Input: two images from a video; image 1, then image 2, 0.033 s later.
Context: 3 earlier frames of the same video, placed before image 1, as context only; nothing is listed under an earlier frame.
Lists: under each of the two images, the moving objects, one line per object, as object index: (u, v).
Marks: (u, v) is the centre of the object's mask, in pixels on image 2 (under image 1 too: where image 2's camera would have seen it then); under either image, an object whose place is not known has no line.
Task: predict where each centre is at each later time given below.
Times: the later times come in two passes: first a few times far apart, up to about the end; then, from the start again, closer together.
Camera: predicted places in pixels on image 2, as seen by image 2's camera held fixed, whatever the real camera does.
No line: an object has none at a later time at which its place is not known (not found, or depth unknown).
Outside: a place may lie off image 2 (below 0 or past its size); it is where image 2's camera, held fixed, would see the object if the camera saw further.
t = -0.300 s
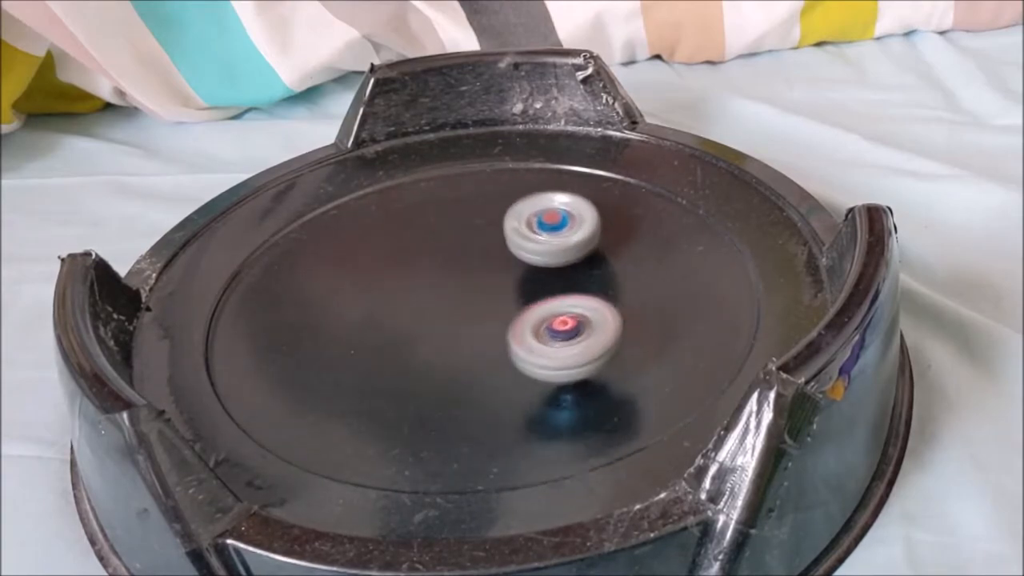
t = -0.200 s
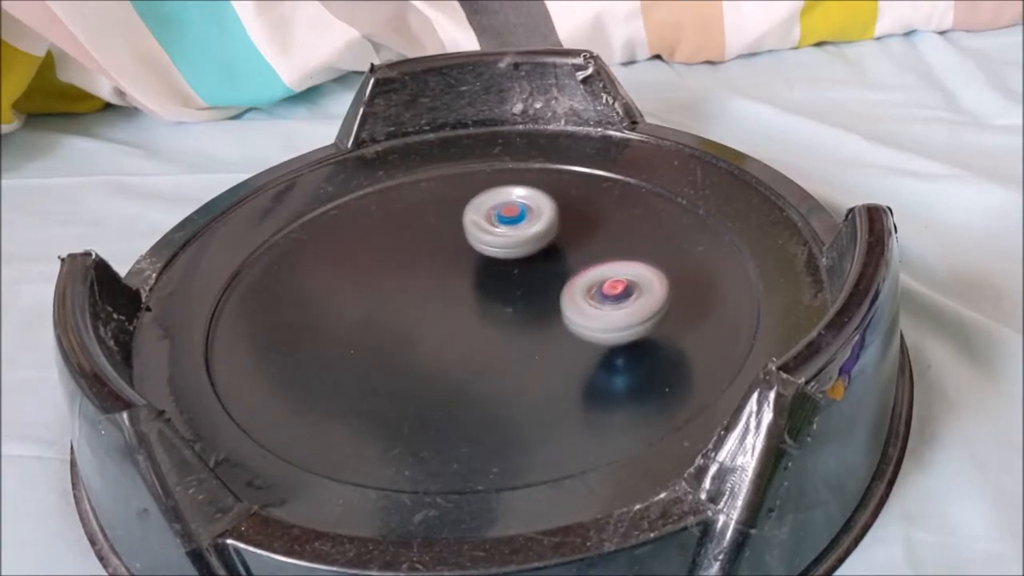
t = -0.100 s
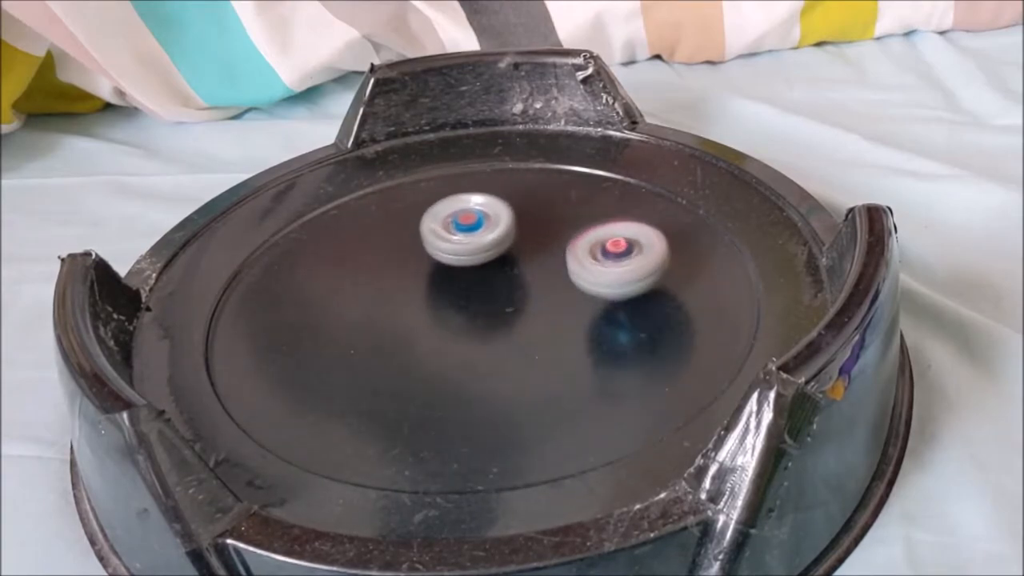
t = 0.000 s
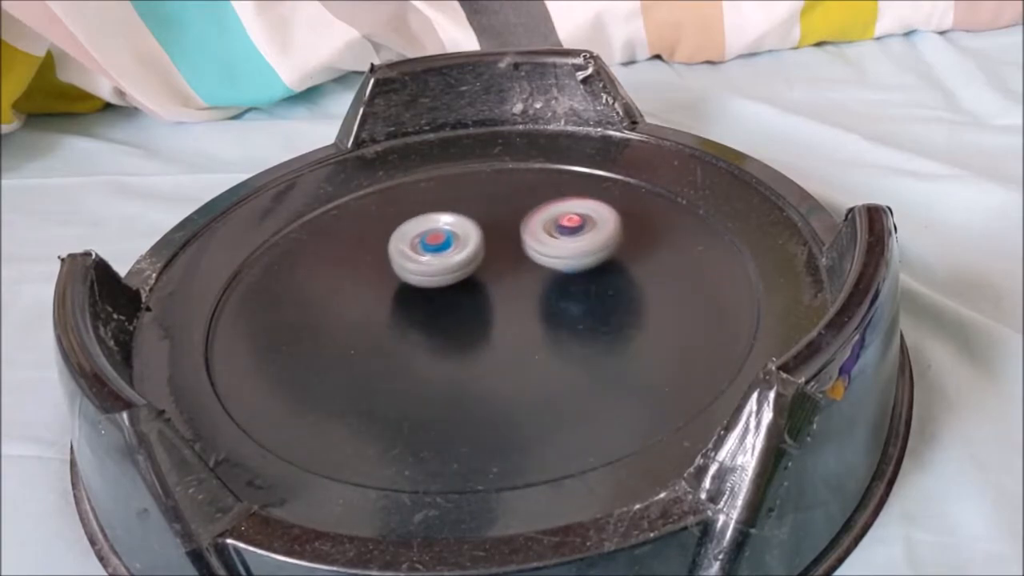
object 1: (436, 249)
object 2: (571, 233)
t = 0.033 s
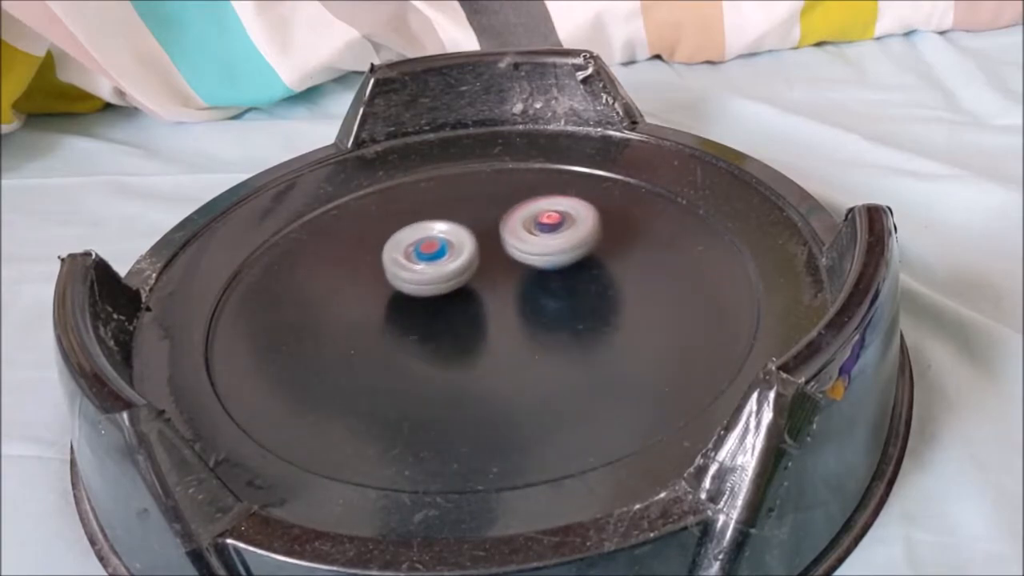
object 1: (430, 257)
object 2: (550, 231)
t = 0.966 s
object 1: (704, 283)
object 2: (509, 301)
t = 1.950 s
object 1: (437, 380)
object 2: (460, 283)
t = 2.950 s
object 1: (540, 151)
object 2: (411, 365)
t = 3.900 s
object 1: (319, 302)
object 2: (440, 269)
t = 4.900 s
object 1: (467, 150)
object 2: (667, 263)
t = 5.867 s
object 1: (414, 375)
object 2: (438, 299)
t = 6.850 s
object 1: (512, 223)
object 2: (515, 292)
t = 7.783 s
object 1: (409, 269)
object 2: (647, 279)
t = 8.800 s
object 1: (582, 337)
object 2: (521, 278)
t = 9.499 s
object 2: (531, 316)
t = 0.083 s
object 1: (426, 271)
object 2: (518, 231)
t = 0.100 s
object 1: (421, 277)
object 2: (511, 231)
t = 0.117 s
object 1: (396, 288)
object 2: (519, 225)
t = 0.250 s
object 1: (244, 366)
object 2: (574, 186)
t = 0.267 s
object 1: (237, 376)
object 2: (573, 186)
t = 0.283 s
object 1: (234, 385)
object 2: (572, 186)
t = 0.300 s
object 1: (238, 391)
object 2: (569, 186)
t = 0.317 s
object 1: (246, 397)
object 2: (564, 188)
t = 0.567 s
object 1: (469, 433)
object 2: (459, 243)
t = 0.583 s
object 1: (482, 431)
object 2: (456, 248)
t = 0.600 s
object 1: (494, 428)
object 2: (454, 254)
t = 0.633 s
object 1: (519, 422)
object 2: (453, 264)
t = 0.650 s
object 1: (530, 418)
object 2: (453, 269)
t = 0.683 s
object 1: (552, 409)
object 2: (456, 281)
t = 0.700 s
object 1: (563, 403)
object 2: (459, 287)
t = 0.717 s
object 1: (573, 397)
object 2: (462, 293)
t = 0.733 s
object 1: (582, 392)
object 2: (466, 298)
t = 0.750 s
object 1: (590, 385)
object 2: (472, 303)
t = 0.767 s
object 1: (598, 378)
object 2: (478, 307)
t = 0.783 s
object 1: (605, 371)
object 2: (485, 311)
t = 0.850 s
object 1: (626, 341)
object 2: (520, 320)
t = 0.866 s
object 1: (633, 332)
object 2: (525, 319)
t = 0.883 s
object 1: (652, 325)
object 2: (520, 316)
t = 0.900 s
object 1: (669, 317)
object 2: (516, 313)
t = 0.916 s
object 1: (682, 309)
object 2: (512, 310)
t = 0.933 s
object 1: (692, 300)
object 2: (510, 307)
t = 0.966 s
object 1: (704, 283)
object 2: (509, 301)
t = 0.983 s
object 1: (705, 275)
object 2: (509, 298)
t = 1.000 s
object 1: (704, 267)
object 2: (509, 296)
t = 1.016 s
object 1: (700, 260)
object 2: (509, 294)
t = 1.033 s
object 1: (696, 253)
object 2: (508, 292)
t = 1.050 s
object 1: (689, 246)
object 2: (505, 291)
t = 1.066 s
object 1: (682, 240)
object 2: (503, 290)
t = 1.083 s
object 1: (674, 234)
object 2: (499, 290)
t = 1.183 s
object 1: (615, 207)
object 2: (475, 294)
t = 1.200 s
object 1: (604, 205)
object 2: (472, 295)
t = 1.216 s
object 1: (593, 202)
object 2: (469, 297)
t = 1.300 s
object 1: (532, 198)
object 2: (464, 306)
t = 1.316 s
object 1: (519, 198)
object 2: (465, 307)
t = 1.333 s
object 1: (507, 199)
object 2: (467, 308)
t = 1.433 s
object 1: (434, 214)
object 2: (480, 309)
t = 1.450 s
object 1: (424, 218)
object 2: (483, 309)
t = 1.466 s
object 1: (413, 222)
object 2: (485, 308)
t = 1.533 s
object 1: (379, 244)
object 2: (489, 302)
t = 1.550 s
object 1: (372, 249)
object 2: (489, 300)
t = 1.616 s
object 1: (352, 274)
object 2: (483, 293)
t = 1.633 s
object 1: (349, 281)
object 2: (480, 292)
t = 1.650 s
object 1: (346, 288)
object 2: (478, 290)
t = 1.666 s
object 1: (345, 295)
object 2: (475, 289)
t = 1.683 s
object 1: (345, 301)
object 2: (472, 288)
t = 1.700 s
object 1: (345, 308)
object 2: (468, 287)
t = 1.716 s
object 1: (347, 314)
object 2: (465, 287)
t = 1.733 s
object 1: (349, 320)
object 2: (462, 286)
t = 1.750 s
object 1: (353, 326)
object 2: (458, 286)
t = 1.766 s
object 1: (358, 332)
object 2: (455, 287)
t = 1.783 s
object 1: (363, 337)
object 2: (452, 287)
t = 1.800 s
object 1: (369, 342)
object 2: (450, 288)
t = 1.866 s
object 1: (400, 357)
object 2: (446, 291)
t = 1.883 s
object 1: (409, 359)
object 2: (445, 292)
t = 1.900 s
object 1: (418, 363)
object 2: (446, 292)
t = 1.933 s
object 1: (430, 375)
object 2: (455, 287)
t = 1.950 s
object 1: (437, 380)
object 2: (460, 283)
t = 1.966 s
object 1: (446, 382)
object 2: (464, 279)
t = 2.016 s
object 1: (479, 383)
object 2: (470, 271)
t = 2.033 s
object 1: (490, 382)
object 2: (470, 269)
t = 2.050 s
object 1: (503, 380)
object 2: (470, 268)
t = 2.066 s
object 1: (514, 377)
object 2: (469, 267)
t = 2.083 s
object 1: (525, 374)
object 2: (467, 266)
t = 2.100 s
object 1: (536, 371)
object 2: (465, 265)
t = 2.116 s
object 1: (547, 367)
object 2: (463, 265)
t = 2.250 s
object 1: (599, 327)
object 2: (443, 266)
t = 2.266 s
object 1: (601, 321)
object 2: (442, 267)
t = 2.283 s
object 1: (603, 316)
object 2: (440, 269)
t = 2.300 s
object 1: (603, 311)
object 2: (439, 270)
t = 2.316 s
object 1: (603, 305)
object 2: (439, 271)
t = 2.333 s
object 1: (602, 300)
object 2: (438, 273)
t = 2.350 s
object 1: (601, 296)
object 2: (438, 274)
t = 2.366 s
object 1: (598, 291)
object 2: (438, 275)
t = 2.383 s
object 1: (595, 286)
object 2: (439, 276)
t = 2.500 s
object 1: (564, 262)
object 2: (456, 280)
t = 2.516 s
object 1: (560, 260)
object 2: (459, 280)
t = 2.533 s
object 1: (561, 256)
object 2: (456, 280)
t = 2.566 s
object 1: (563, 249)
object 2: (448, 281)
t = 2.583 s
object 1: (561, 246)
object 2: (446, 281)
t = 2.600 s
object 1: (558, 244)
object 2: (446, 281)
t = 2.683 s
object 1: (535, 234)
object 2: (457, 282)
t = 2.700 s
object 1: (542, 225)
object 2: (444, 290)
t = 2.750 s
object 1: (569, 194)
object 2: (403, 312)
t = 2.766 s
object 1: (574, 187)
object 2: (393, 319)
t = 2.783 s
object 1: (577, 180)
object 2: (385, 326)
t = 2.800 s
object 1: (578, 175)
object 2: (379, 331)
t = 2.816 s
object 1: (576, 170)
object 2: (375, 336)
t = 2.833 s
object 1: (574, 167)
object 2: (374, 341)
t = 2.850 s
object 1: (569, 163)
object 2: (375, 345)
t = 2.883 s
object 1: (560, 158)
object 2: (382, 352)
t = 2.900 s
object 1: (555, 156)
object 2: (387, 355)
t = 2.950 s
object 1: (540, 151)
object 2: (411, 365)
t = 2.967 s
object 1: (535, 150)
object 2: (420, 366)
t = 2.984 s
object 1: (530, 149)
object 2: (429, 368)
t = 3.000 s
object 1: (525, 149)
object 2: (437, 369)
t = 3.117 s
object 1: (491, 152)
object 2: (499, 357)
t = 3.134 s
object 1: (486, 153)
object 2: (506, 353)
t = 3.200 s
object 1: (468, 162)
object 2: (527, 335)
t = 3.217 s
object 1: (463, 165)
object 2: (530, 330)
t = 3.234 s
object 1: (459, 168)
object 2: (531, 325)
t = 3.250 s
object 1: (454, 172)
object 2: (532, 320)
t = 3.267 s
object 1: (450, 175)
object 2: (532, 315)
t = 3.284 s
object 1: (446, 179)
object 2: (531, 311)
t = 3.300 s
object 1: (443, 183)
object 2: (529, 307)
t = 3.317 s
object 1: (439, 188)
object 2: (526, 303)
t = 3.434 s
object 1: (418, 229)
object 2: (487, 280)
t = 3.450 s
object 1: (413, 233)
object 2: (482, 280)
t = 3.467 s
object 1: (399, 224)
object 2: (486, 289)
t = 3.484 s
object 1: (384, 212)
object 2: (494, 302)
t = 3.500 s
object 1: (370, 202)
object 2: (502, 313)
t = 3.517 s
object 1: (358, 195)
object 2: (508, 320)
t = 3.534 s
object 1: (347, 188)
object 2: (514, 326)
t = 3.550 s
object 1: (338, 183)
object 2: (522, 329)
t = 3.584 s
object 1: (324, 178)
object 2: (541, 331)
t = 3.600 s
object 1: (321, 181)
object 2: (552, 329)
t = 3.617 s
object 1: (318, 186)
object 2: (562, 326)
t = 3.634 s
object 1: (315, 190)
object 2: (573, 321)
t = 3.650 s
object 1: (311, 196)
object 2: (582, 315)
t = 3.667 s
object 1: (309, 202)
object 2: (589, 308)
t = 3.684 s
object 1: (306, 208)
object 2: (594, 299)
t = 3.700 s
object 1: (304, 214)
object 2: (596, 289)
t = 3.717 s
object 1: (301, 221)
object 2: (594, 281)
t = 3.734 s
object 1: (300, 228)
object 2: (589, 272)
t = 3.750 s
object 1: (298, 235)
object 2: (581, 265)
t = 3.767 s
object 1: (298, 242)
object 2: (571, 259)
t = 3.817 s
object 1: (300, 264)
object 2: (525, 251)
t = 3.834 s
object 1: (302, 272)
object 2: (508, 251)
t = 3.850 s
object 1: (305, 279)
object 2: (490, 254)
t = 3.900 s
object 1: (319, 302)
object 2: (440, 269)
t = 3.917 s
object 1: (325, 309)
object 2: (427, 276)
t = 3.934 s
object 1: (324, 318)
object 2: (423, 283)
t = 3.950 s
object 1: (319, 327)
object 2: (423, 288)
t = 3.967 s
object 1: (317, 336)
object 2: (425, 294)
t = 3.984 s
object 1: (317, 345)
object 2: (428, 300)
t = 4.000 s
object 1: (322, 354)
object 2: (433, 307)
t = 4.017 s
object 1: (328, 361)
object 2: (442, 313)
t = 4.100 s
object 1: (384, 390)
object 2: (508, 323)
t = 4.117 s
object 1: (397, 394)
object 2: (522, 320)
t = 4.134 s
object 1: (411, 396)
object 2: (537, 314)
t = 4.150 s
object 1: (424, 398)
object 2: (551, 307)
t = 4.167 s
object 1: (439, 399)
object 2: (561, 299)
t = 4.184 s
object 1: (454, 399)
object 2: (569, 291)
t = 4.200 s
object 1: (469, 399)
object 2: (574, 282)
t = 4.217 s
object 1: (482, 398)
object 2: (576, 272)
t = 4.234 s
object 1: (496, 396)
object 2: (574, 262)
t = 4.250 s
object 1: (509, 394)
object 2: (568, 253)
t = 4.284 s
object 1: (536, 388)
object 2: (550, 240)
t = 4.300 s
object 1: (549, 384)
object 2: (537, 234)
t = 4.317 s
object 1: (561, 380)
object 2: (522, 231)
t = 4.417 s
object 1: (619, 347)
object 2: (422, 247)
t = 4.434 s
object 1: (626, 341)
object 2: (409, 256)
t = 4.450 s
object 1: (631, 334)
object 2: (398, 267)
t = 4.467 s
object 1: (635, 328)
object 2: (390, 278)
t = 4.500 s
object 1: (642, 316)
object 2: (386, 301)
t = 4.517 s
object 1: (644, 310)
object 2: (388, 313)
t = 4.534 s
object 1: (645, 304)
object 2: (396, 326)
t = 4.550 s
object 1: (645, 298)
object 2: (407, 336)
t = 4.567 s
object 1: (644, 293)
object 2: (420, 343)
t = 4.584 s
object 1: (643, 288)
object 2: (437, 350)
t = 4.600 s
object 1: (642, 283)
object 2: (460, 355)
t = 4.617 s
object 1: (639, 278)
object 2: (481, 356)
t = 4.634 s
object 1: (635, 273)
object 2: (504, 356)
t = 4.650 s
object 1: (631, 269)
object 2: (527, 352)
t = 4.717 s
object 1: (609, 250)
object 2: (604, 318)
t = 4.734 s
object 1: (601, 243)
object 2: (616, 309)
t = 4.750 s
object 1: (594, 237)
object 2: (624, 299)
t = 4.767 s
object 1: (585, 232)
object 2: (630, 288)
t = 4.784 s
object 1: (576, 228)
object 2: (632, 278)
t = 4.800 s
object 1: (564, 219)
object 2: (640, 274)
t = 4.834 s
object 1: (530, 189)
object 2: (656, 273)
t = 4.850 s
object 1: (512, 177)
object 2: (661, 270)
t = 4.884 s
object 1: (480, 157)
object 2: (667, 265)
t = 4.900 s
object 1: (467, 150)
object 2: (667, 263)
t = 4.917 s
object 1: (452, 143)
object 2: (666, 260)
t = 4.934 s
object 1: (437, 138)
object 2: (663, 259)
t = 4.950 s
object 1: (423, 138)
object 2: (659, 257)
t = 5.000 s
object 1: (390, 139)
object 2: (635, 258)
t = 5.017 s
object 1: (381, 145)
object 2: (626, 260)
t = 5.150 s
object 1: (324, 186)
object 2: (538, 306)
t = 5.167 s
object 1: (319, 192)
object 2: (531, 315)
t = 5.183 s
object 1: (314, 198)
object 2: (526, 324)
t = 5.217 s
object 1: (306, 210)
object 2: (522, 341)
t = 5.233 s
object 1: (303, 215)
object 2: (522, 350)
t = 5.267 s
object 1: (297, 225)
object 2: (531, 362)
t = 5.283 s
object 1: (295, 230)
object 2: (540, 367)
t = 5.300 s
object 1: (294, 235)
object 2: (549, 371)
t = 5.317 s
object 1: (292, 240)
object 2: (558, 372)
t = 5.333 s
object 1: (292, 245)
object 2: (570, 373)
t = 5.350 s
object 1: (292, 250)
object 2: (581, 372)
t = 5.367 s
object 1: (293, 256)
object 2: (591, 371)
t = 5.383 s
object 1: (294, 261)
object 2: (602, 368)
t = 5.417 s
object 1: (298, 272)
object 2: (617, 359)
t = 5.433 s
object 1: (301, 278)
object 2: (622, 354)
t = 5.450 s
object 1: (305, 283)
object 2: (625, 347)
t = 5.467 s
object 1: (310, 289)
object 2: (625, 340)
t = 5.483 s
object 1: (315, 295)
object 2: (621, 334)
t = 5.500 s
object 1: (320, 300)
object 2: (617, 328)
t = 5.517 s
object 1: (326, 305)
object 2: (607, 321)
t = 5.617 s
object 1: (375, 329)
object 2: (511, 305)
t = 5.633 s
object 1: (383, 331)
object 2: (493, 305)
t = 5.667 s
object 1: (377, 339)
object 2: (479, 302)
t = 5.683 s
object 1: (375, 343)
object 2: (471, 302)
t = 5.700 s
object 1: (376, 345)
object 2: (464, 301)
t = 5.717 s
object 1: (373, 349)
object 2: (459, 301)
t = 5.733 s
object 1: (369, 354)
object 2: (456, 300)
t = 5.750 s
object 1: (369, 358)
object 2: (453, 299)
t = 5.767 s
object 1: (371, 362)
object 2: (450, 299)
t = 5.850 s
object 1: (406, 374)
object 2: (439, 298)
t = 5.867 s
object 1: (414, 375)
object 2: (438, 299)
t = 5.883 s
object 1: (423, 376)
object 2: (437, 299)
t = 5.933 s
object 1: (450, 377)
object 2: (437, 300)
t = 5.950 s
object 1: (459, 376)
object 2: (437, 301)
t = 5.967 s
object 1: (468, 374)
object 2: (438, 302)
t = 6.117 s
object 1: (535, 352)
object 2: (461, 298)
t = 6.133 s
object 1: (541, 348)
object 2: (464, 295)
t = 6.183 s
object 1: (554, 338)
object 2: (470, 288)
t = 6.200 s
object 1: (558, 334)
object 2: (470, 284)
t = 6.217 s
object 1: (561, 330)
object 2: (469, 282)
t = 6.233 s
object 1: (563, 326)
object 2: (468, 279)
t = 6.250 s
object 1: (566, 322)
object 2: (466, 276)
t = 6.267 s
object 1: (568, 318)
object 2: (464, 273)
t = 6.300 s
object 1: (569, 310)
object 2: (458, 270)
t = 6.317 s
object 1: (570, 307)
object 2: (455, 268)
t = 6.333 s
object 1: (570, 303)
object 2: (452, 267)
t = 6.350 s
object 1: (570, 299)
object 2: (448, 267)
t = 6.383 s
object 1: (567, 292)
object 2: (441, 267)
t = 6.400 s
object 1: (566, 289)
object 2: (438, 268)
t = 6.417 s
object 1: (564, 286)
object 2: (436, 269)
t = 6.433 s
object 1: (563, 282)
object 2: (433, 270)
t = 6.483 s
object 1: (554, 274)
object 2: (430, 277)
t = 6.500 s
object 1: (551, 272)
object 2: (430, 280)
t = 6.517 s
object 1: (548, 269)
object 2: (433, 283)
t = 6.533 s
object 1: (545, 267)
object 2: (435, 285)
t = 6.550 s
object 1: (541, 265)
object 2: (440, 288)
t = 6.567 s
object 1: (541, 262)
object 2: (442, 290)
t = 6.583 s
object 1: (546, 258)
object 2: (439, 293)
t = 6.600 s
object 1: (549, 254)
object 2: (438, 297)
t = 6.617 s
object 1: (550, 251)
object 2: (439, 300)
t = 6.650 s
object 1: (549, 245)
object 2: (444, 308)
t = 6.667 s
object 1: (547, 243)
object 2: (448, 311)
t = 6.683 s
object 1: (544, 241)
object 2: (453, 312)
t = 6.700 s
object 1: (541, 239)
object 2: (461, 314)
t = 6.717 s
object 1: (539, 237)
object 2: (467, 315)
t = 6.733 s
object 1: (536, 235)
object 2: (476, 314)
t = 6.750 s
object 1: (533, 234)
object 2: (484, 312)
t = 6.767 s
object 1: (530, 233)
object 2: (491, 311)
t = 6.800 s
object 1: (523, 230)
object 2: (505, 304)
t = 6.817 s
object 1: (519, 229)
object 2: (509, 300)
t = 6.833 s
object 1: (516, 226)
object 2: (514, 294)
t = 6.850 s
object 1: (512, 223)
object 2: (515, 292)
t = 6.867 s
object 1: (510, 216)
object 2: (514, 294)
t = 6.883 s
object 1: (506, 207)
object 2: (513, 297)
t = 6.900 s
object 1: (504, 200)
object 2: (514, 299)
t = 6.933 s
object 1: (496, 190)
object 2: (515, 303)
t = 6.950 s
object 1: (492, 187)
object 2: (516, 305)
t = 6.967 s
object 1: (487, 186)
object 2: (516, 306)
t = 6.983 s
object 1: (482, 185)
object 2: (518, 308)
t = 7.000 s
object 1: (477, 184)
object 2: (519, 308)
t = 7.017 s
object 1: (472, 184)
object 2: (520, 309)
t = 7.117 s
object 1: (446, 187)
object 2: (528, 308)
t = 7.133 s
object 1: (442, 188)
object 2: (529, 308)
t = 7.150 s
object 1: (438, 190)
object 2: (529, 307)
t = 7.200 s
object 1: (427, 197)
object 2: (526, 304)
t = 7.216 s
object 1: (424, 200)
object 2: (525, 302)
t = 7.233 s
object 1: (421, 203)
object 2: (523, 301)
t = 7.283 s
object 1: (414, 212)
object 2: (514, 298)
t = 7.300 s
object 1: (412, 216)
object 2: (510, 299)
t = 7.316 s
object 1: (411, 220)
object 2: (505, 298)
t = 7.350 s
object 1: (409, 228)
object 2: (495, 298)
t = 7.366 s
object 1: (408, 233)
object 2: (490, 298)
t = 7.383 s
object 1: (408, 237)
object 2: (485, 298)
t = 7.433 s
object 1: (409, 249)
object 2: (470, 303)
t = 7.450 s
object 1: (410, 252)
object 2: (466, 306)
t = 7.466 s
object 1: (411, 255)
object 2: (464, 309)
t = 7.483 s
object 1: (409, 252)
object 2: (467, 318)
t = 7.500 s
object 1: (405, 245)
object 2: (475, 329)
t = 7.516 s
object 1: (402, 240)
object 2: (483, 335)
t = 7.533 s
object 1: (400, 237)
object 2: (494, 344)
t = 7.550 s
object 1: (399, 235)
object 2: (506, 348)
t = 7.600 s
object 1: (398, 237)
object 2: (554, 354)
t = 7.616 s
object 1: (398, 240)
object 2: (572, 354)
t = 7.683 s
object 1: (399, 251)
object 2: (635, 331)
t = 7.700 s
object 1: (400, 254)
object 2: (646, 323)
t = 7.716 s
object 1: (401, 257)
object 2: (653, 313)
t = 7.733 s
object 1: (403, 260)
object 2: (657, 303)
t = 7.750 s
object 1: (405, 264)
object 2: (657, 296)
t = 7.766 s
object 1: (407, 266)
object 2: (654, 285)
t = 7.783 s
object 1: (409, 269)
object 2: (647, 279)
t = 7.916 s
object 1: (435, 289)
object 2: (533, 257)
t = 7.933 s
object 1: (423, 294)
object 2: (528, 254)
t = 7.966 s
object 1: (403, 303)
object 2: (516, 252)
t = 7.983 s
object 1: (396, 308)
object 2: (507, 252)
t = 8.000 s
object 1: (391, 312)
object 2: (496, 254)
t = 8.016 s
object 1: (389, 316)
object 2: (487, 255)
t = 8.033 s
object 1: (390, 319)
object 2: (476, 258)
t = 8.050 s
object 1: (392, 323)
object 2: (468, 262)
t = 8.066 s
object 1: (394, 327)
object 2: (461, 266)
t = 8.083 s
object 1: (397, 331)
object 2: (455, 270)
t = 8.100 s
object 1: (394, 339)
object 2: (454, 272)
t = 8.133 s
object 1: (386, 356)
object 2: (458, 271)
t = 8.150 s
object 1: (386, 364)
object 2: (460, 269)
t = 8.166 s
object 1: (387, 370)
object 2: (462, 269)
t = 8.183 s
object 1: (390, 375)
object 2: (465, 267)
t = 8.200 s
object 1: (394, 380)
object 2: (466, 266)
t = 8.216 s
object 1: (400, 384)
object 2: (469, 265)
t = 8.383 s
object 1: (474, 405)
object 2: (484, 261)
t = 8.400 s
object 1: (481, 405)
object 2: (485, 260)
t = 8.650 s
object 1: (569, 374)
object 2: (503, 273)
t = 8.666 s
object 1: (573, 370)
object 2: (505, 274)
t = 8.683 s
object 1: (574, 366)
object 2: (507, 275)
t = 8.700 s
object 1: (577, 362)
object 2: (509, 275)
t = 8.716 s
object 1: (579, 358)
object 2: (512, 276)
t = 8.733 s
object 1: (581, 353)
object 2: (514, 277)
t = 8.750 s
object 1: (581, 350)
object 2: (516, 277)
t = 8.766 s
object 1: (582, 345)
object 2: (519, 278)
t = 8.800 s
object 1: (582, 337)
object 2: (521, 278)
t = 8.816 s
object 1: (582, 333)
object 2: (523, 278)
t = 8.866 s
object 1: (580, 324)
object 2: (521, 274)
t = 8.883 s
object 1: (579, 322)
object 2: (518, 272)
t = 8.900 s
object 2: (513, 266)
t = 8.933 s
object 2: (499, 253)
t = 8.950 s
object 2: (492, 249)
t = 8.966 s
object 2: (483, 244)
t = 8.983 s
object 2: (473, 242)
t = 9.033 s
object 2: (437, 240)
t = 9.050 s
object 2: (425, 242)
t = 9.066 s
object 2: (414, 245)
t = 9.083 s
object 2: (403, 250)
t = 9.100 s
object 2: (395, 255)
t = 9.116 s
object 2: (386, 261)
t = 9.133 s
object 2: (382, 267)
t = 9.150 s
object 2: (377, 275)
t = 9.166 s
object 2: (377, 282)
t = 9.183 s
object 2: (378, 290)
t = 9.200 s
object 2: (382, 297)
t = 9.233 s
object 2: (396, 310)
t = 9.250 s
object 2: (406, 315)
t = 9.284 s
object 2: (431, 322)
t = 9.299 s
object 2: (444, 325)
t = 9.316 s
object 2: (452, 328)
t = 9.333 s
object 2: (457, 331)
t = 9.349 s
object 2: (466, 333)
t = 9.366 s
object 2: (473, 334)
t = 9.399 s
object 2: (490, 333)
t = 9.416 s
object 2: (498, 332)
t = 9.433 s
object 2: (507, 329)
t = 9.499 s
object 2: (531, 316)
